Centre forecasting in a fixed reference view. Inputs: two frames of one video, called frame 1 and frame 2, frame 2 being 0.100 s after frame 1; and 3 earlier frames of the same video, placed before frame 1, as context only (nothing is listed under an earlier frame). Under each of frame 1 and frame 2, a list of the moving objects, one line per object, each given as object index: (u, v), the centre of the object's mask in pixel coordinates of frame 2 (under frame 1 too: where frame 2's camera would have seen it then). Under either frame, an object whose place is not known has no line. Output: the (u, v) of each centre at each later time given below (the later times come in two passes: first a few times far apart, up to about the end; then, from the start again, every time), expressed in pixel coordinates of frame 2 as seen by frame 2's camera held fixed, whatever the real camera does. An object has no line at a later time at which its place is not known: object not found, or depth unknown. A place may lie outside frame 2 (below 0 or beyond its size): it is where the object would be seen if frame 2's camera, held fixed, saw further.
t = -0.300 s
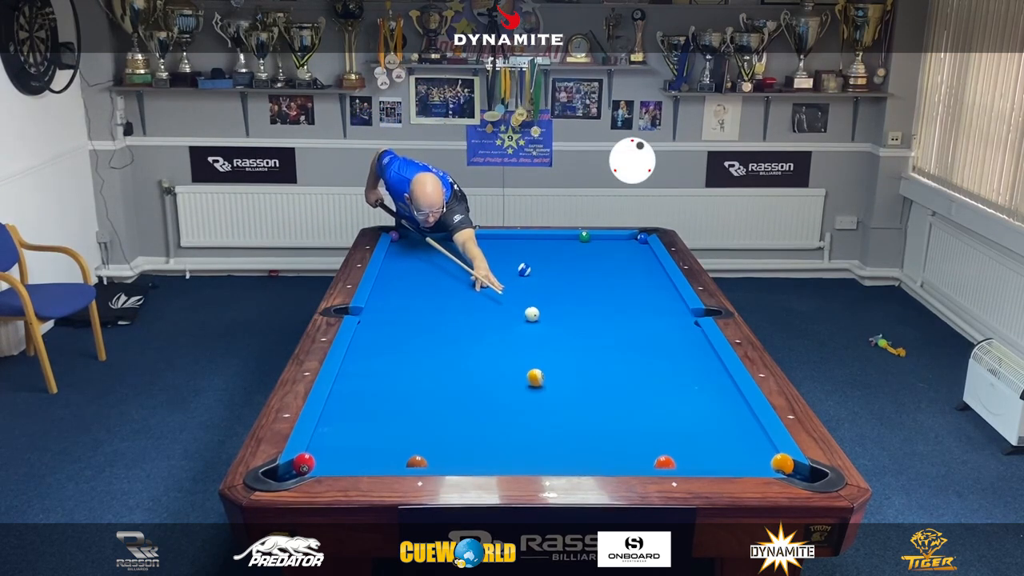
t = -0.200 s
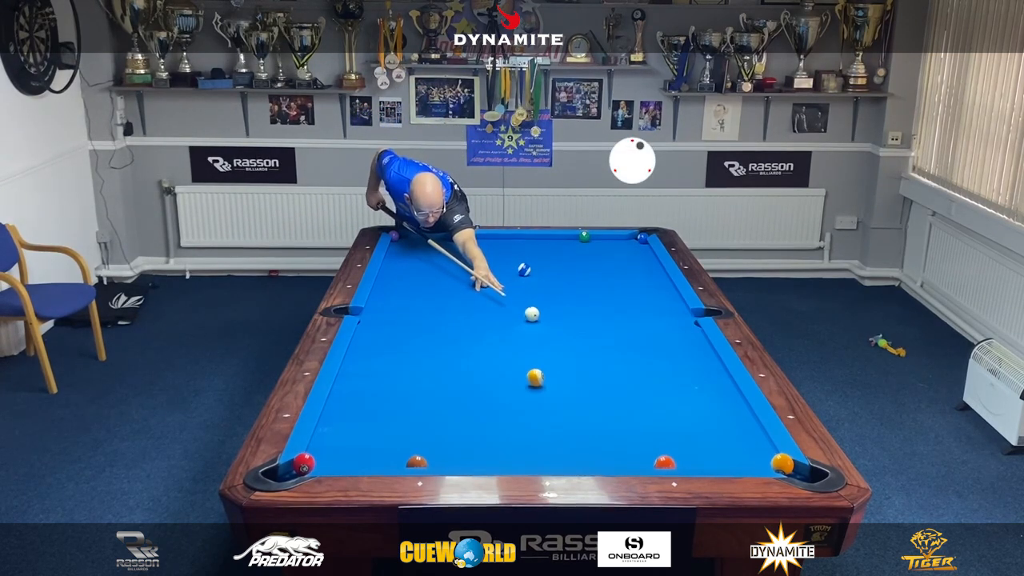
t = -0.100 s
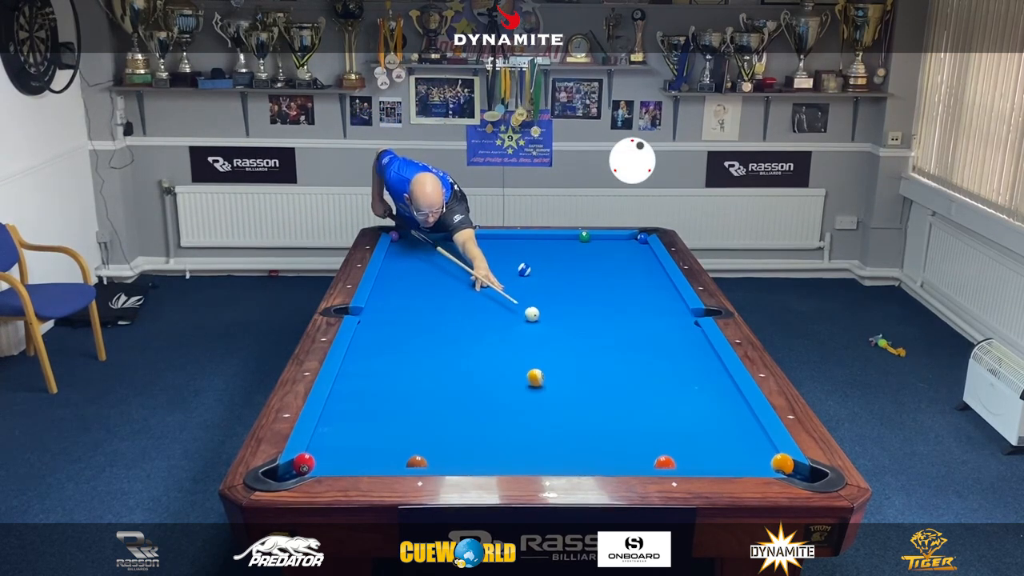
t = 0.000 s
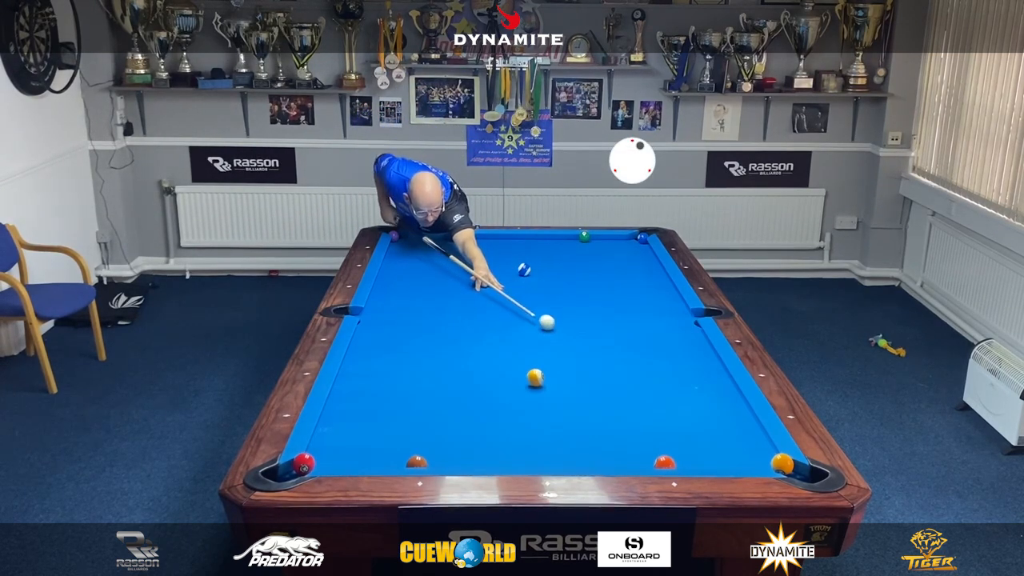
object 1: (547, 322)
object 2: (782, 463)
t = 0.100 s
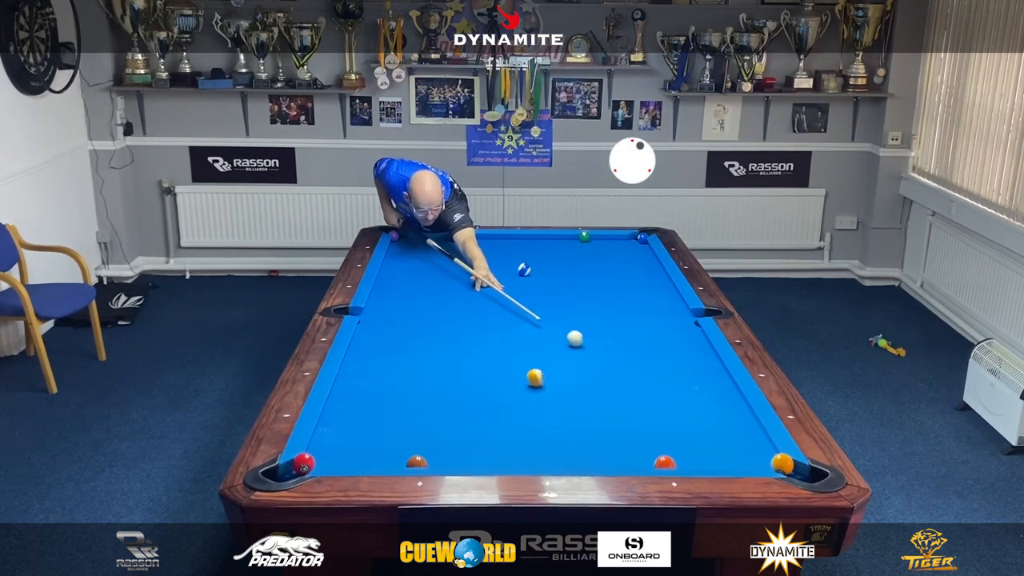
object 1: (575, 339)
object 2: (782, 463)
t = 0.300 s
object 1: (632, 372)
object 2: (783, 463)
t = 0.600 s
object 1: (740, 434)
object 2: (783, 463)
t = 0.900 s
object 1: (697, 457)
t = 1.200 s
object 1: (609, 440)
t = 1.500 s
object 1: (531, 424)
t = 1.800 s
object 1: (460, 411)
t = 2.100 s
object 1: (396, 398)
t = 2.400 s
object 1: (342, 386)
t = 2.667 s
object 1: (373, 374)
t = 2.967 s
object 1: (403, 362)
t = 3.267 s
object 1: (428, 351)
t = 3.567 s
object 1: (451, 342)
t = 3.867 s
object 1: (471, 333)
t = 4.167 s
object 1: (490, 326)
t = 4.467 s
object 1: (506, 319)
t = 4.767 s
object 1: (521, 313)
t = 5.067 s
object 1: (535, 308)
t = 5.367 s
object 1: (547, 303)
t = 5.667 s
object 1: (557, 299)
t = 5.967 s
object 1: (566, 295)
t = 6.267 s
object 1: (574, 292)
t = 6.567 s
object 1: (580, 289)
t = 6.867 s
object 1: (586, 287)
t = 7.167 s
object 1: (591, 285)
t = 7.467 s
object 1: (594, 283)
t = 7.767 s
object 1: (597, 282)
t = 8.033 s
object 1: (599, 282)
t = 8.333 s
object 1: (599, 281)
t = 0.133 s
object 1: (584, 344)
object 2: (783, 463)
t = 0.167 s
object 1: (593, 349)
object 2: (783, 463)
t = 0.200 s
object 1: (603, 355)
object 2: (783, 463)
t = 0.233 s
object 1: (612, 360)
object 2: (783, 463)
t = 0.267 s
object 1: (622, 366)
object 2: (783, 463)
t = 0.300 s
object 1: (632, 372)
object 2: (783, 463)
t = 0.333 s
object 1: (643, 378)
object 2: (783, 463)
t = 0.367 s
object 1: (654, 384)
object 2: (783, 463)
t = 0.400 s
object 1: (665, 391)
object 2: (783, 463)
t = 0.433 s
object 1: (676, 398)
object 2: (783, 463)
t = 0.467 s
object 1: (688, 404)
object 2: (783, 463)
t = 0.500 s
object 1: (700, 411)
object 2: (783, 463)
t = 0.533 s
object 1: (713, 419)
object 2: (783, 463)
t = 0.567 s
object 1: (726, 427)
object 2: (783, 463)
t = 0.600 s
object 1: (740, 434)
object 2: (783, 463)
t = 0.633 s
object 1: (754, 442)
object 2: (783, 463)
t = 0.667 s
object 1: (767, 450)
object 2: (783, 463)
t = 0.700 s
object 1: (763, 457)
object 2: (785, 464)
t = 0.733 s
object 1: (753, 459)
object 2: (791, 467)
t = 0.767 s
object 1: (743, 462)
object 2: (798, 471)
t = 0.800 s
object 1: (733, 463)
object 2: (804, 477)
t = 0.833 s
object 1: (720, 461)
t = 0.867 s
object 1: (708, 459)
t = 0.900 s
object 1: (697, 457)
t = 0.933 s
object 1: (685, 455)
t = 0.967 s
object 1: (676, 452)
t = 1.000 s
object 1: (665, 449)
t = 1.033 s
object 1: (655, 448)
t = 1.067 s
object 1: (646, 447)
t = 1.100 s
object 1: (637, 445)
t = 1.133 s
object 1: (627, 443)
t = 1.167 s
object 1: (618, 441)
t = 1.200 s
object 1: (609, 440)
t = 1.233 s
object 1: (599, 438)
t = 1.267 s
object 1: (591, 436)
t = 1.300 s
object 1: (582, 435)
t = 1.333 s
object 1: (573, 432)
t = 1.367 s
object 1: (564, 431)
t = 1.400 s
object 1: (556, 429)
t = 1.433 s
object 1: (547, 428)
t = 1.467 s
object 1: (539, 426)
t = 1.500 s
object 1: (531, 424)
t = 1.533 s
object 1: (522, 423)
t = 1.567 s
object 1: (515, 421)
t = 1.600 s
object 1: (507, 419)
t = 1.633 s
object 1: (499, 418)
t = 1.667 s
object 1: (491, 416)
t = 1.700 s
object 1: (483, 415)
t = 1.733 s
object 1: (475, 413)
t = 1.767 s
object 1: (468, 412)
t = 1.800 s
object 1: (460, 411)
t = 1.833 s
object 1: (453, 409)
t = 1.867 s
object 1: (445, 407)
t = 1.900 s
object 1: (438, 406)
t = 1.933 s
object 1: (432, 405)
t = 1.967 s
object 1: (424, 403)
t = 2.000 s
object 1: (417, 402)
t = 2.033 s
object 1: (410, 401)
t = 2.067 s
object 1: (403, 399)
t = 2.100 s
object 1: (396, 398)
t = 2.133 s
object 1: (389, 397)
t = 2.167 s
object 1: (383, 395)
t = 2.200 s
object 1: (376, 394)
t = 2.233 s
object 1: (370, 393)
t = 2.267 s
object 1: (363, 392)
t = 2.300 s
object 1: (357, 390)
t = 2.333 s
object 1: (350, 389)
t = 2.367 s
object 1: (344, 388)
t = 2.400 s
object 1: (342, 386)
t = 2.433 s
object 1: (348, 385)
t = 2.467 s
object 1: (352, 383)
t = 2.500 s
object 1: (356, 382)
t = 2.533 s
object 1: (359, 380)
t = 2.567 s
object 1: (363, 379)
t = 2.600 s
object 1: (367, 377)
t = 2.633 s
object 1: (370, 376)
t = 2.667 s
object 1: (373, 374)
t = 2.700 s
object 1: (377, 373)
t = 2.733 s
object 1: (380, 371)
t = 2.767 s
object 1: (383, 370)
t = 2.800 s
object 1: (387, 368)
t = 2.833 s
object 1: (390, 367)
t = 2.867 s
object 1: (393, 366)
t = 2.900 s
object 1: (396, 365)
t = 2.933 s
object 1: (400, 363)
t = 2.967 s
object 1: (403, 362)
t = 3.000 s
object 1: (405, 361)
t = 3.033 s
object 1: (408, 359)
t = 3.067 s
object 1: (411, 358)
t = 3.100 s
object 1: (414, 357)
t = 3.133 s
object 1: (417, 356)
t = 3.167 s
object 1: (420, 355)
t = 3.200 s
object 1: (423, 354)
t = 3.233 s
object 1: (425, 352)
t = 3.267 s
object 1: (428, 351)
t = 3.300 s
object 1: (431, 350)
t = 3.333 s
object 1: (433, 349)
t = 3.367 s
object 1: (436, 348)
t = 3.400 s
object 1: (438, 347)
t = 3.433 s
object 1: (441, 346)
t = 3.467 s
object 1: (443, 345)
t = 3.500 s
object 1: (446, 344)
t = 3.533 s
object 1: (448, 343)
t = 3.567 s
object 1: (451, 342)
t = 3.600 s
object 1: (453, 341)
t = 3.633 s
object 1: (455, 340)
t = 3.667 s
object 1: (458, 339)
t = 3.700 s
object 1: (460, 338)
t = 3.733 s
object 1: (462, 337)
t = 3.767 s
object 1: (465, 336)
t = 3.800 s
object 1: (467, 335)
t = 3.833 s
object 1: (469, 334)
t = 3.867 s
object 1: (471, 333)
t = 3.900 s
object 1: (474, 332)
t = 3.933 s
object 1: (476, 332)
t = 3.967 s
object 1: (478, 331)
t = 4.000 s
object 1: (480, 330)
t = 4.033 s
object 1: (482, 329)
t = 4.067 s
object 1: (484, 328)
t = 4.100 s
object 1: (486, 327)
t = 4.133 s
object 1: (488, 326)
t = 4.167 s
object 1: (490, 326)
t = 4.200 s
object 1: (492, 325)
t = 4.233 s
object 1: (494, 324)
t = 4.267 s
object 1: (496, 323)
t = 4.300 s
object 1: (498, 323)
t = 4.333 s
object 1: (499, 322)
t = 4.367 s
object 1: (501, 321)
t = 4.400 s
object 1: (503, 320)
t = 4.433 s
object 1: (505, 320)
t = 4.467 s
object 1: (506, 319)
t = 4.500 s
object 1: (508, 318)
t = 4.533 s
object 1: (510, 318)
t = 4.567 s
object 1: (512, 317)
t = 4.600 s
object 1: (513, 316)
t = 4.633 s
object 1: (515, 315)
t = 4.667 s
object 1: (517, 315)
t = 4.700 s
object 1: (518, 314)
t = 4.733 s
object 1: (520, 314)
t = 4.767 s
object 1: (521, 313)
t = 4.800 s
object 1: (523, 312)
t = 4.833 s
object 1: (524, 312)
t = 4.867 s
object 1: (526, 311)
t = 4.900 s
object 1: (528, 310)
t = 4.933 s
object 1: (529, 310)
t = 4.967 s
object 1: (531, 309)
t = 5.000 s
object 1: (532, 309)
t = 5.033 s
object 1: (533, 308)
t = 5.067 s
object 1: (535, 308)
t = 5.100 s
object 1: (536, 307)
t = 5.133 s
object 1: (538, 307)
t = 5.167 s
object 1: (539, 306)
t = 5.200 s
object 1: (540, 305)
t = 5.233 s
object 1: (542, 305)
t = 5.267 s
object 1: (543, 304)
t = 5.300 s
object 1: (544, 304)
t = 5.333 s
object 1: (546, 303)
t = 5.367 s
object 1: (547, 303)
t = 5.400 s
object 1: (548, 302)
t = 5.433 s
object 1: (549, 302)
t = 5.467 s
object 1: (550, 301)
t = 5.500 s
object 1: (551, 301)
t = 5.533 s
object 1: (552, 300)
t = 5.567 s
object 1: (554, 300)
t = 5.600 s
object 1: (555, 300)
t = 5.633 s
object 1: (556, 299)
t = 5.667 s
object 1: (557, 299)
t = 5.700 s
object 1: (558, 298)
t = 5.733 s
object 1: (559, 298)
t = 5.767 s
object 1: (560, 297)
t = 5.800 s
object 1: (561, 297)
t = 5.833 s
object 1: (562, 296)
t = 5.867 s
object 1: (563, 296)
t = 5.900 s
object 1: (564, 296)
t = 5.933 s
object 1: (565, 295)
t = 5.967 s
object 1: (566, 295)
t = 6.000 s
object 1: (567, 294)
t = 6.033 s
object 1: (568, 294)
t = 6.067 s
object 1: (569, 294)
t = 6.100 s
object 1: (570, 293)
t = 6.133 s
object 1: (571, 293)
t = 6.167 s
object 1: (571, 293)
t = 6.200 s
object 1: (572, 292)
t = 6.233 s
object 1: (573, 292)
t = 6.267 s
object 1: (574, 292)
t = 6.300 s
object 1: (575, 291)
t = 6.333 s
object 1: (575, 291)
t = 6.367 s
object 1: (576, 291)
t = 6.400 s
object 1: (577, 290)
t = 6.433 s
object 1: (578, 290)
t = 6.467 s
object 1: (578, 290)
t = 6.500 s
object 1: (579, 290)
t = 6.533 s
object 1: (580, 289)
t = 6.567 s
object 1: (580, 289)
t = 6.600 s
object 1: (581, 289)
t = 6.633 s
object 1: (582, 288)
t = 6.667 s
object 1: (582, 288)
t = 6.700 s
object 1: (583, 288)
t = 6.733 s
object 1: (584, 288)
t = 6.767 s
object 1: (584, 287)
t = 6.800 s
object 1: (585, 287)
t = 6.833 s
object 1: (586, 287)
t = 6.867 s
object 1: (586, 287)
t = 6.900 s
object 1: (587, 286)
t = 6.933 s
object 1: (587, 286)
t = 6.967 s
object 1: (588, 286)
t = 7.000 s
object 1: (588, 286)
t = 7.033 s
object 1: (589, 286)
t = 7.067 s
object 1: (589, 285)
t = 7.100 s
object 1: (590, 285)
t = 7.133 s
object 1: (590, 285)
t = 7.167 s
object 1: (591, 285)
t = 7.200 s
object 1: (591, 285)
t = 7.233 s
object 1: (591, 284)
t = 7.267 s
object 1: (592, 284)
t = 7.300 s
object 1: (592, 284)
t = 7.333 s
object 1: (593, 284)
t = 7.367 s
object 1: (593, 283)
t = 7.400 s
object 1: (594, 283)
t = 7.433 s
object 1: (594, 283)
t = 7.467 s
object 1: (594, 283)
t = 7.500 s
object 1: (594, 283)
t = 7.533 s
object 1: (595, 283)
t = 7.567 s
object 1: (595, 283)
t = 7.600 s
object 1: (596, 283)
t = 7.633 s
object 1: (596, 283)
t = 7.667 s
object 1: (596, 282)
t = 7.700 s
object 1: (596, 282)
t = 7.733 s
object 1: (597, 282)
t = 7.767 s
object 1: (597, 282)
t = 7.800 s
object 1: (597, 282)
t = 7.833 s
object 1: (597, 282)
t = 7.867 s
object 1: (598, 282)
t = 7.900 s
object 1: (598, 282)
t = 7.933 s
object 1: (598, 282)
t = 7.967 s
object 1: (598, 282)
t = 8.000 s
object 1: (598, 282)
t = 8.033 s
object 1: (599, 282)
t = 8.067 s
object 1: (599, 281)
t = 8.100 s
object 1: (599, 281)
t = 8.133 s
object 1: (599, 281)
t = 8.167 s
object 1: (599, 281)
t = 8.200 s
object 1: (599, 281)
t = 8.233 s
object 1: (599, 281)
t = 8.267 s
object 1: (599, 281)
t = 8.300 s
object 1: (599, 281)
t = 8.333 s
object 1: (599, 281)
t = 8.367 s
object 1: (599, 281)
